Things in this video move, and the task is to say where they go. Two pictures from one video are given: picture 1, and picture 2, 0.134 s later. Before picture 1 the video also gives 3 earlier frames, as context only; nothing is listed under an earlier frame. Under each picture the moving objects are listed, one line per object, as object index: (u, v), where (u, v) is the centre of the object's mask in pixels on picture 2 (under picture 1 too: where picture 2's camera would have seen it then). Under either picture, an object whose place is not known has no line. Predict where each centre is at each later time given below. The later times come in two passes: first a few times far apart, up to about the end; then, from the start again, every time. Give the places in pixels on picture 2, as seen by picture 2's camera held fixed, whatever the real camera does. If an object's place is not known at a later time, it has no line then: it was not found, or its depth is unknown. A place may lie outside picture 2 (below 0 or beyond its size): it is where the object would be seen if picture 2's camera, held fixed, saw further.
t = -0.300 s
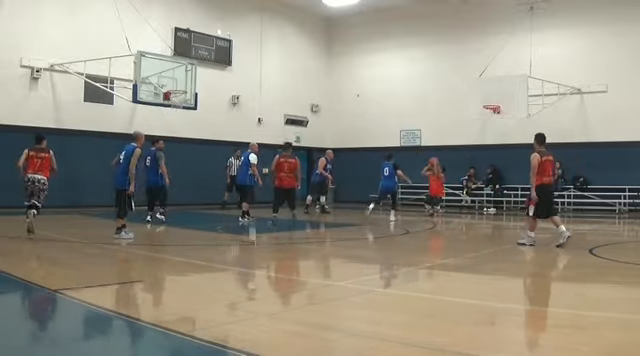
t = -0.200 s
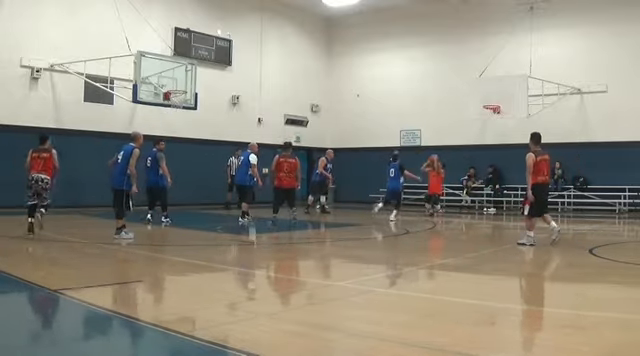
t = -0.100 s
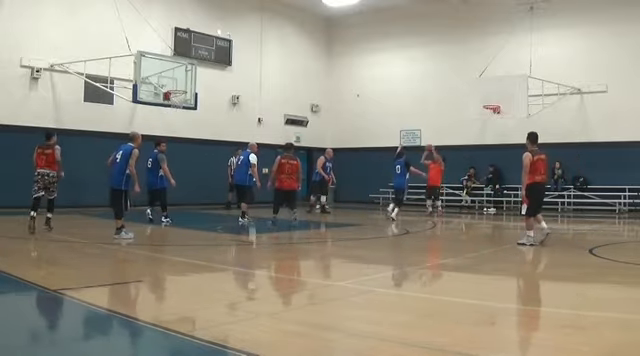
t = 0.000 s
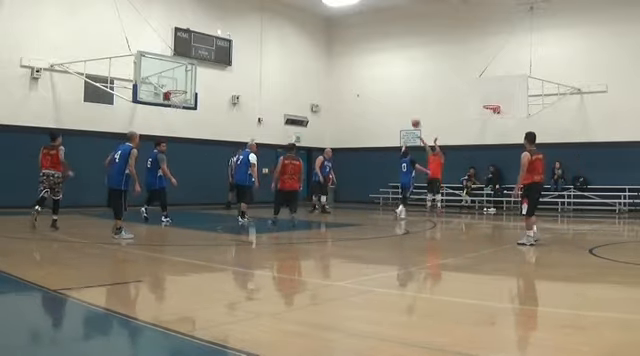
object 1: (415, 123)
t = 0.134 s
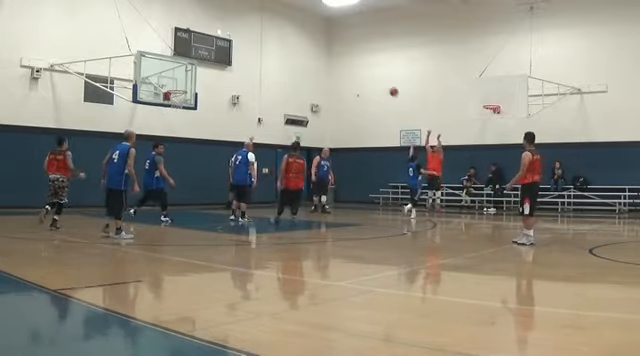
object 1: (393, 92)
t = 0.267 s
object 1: (371, 66)
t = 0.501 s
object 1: (331, 37)
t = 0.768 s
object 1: (284, 28)
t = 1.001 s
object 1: (242, 42)
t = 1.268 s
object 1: (193, 85)
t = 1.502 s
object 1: (218, 82)
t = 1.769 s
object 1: (253, 95)
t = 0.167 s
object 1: (387, 85)
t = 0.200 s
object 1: (382, 78)
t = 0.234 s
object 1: (376, 72)
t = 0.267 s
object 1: (371, 66)
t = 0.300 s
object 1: (365, 61)
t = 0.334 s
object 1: (359, 56)
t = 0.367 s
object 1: (354, 52)
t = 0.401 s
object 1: (348, 47)
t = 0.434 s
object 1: (342, 44)
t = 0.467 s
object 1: (337, 40)
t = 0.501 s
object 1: (331, 37)
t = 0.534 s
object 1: (325, 35)
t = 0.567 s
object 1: (319, 33)
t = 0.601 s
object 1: (314, 31)
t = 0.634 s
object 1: (308, 29)
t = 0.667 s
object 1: (301, 29)
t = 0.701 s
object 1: (296, 28)
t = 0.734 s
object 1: (290, 28)
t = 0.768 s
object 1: (284, 28)
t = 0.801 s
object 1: (278, 29)
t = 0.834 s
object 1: (272, 30)
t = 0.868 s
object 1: (266, 31)
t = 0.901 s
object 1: (260, 34)
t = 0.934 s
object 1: (254, 36)
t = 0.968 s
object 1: (248, 39)
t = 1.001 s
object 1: (242, 42)
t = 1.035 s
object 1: (236, 46)
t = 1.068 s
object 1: (230, 50)
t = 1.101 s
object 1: (224, 53)
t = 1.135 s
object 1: (218, 58)
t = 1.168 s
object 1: (211, 66)
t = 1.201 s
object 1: (205, 72)
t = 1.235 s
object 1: (199, 78)
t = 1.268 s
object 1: (193, 85)
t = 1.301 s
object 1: (188, 90)
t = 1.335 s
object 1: (194, 88)
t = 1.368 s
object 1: (198, 86)
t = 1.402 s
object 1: (204, 84)
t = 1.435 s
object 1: (208, 83)
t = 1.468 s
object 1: (213, 83)
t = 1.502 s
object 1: (218, 82)
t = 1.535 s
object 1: (223, 83)
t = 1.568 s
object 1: (227, 84)
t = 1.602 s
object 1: (232, 84)
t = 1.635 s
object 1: (236, 86)
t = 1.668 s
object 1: (241, 88)
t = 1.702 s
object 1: (245, 90)
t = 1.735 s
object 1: (249, 93)
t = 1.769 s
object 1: (253, 95)
